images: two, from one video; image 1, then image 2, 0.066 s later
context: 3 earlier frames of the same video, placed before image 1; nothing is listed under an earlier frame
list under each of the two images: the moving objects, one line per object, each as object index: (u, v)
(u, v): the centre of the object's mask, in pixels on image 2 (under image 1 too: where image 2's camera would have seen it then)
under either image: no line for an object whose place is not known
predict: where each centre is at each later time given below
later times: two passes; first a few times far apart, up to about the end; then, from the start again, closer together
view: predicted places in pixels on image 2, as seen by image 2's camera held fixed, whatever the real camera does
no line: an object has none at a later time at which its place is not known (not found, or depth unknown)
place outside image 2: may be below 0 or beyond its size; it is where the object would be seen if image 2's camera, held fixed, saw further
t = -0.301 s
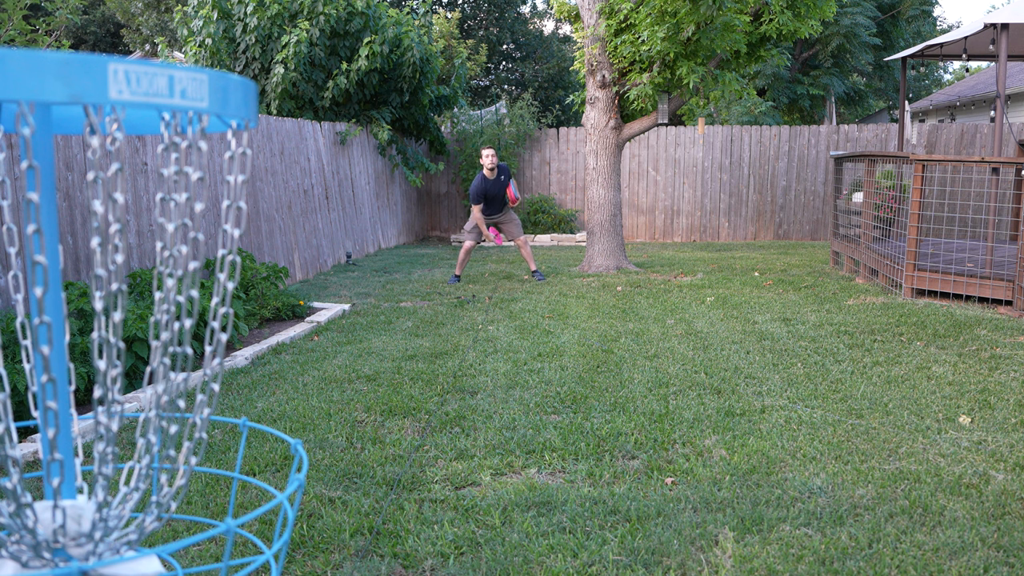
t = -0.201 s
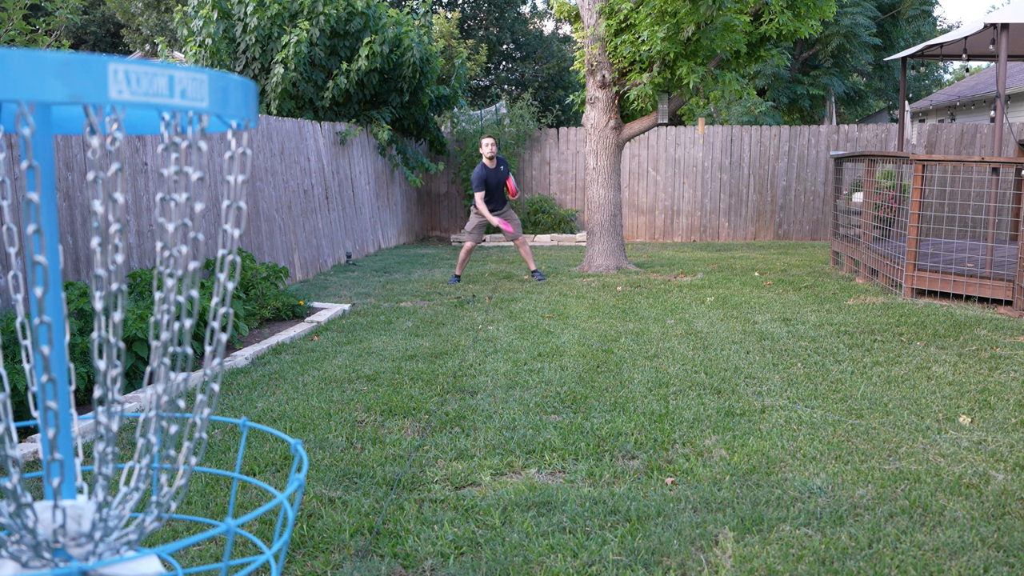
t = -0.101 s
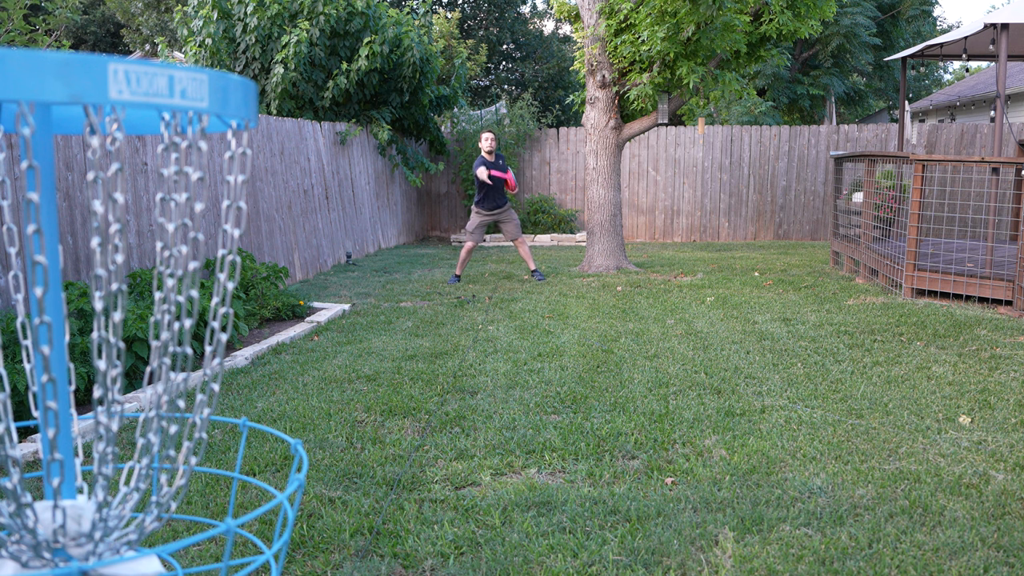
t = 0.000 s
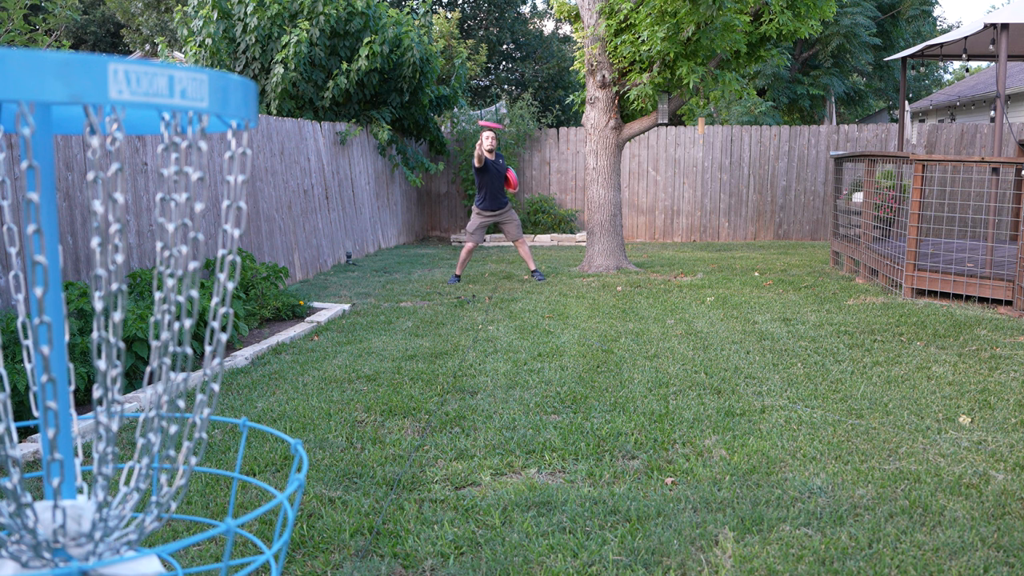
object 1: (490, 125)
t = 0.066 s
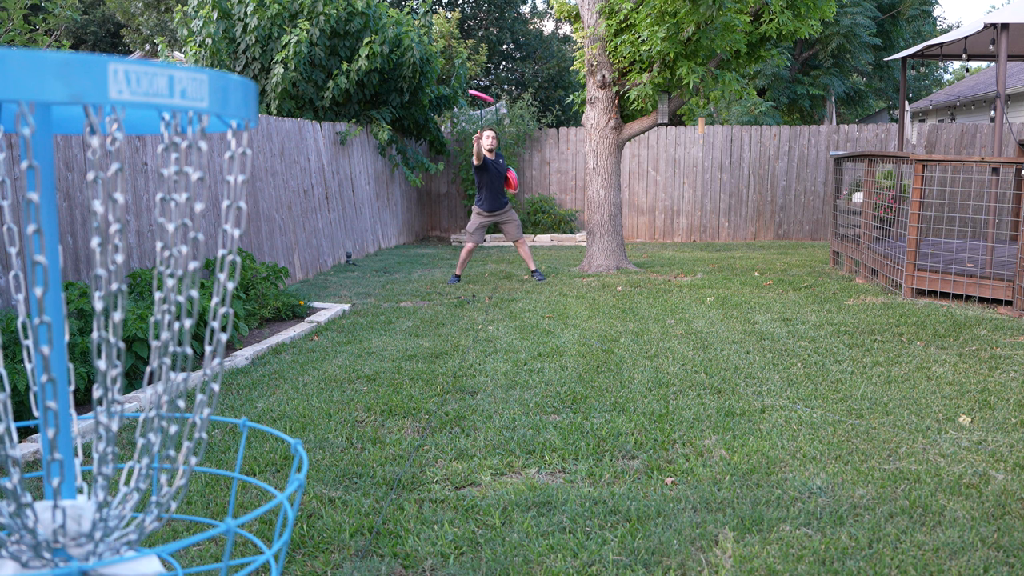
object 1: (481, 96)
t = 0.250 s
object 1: (445, 38)
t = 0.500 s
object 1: (358, 26)
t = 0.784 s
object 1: (134, 178)
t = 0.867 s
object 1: (17, 342)
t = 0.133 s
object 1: (470, 71)
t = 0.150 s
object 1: (467, 65)
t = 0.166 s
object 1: (463, 60)
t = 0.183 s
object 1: (460, 55)
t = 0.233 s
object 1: (449, 42)
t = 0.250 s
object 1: (445, 38)
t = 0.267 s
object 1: (441, 35)
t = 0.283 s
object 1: (436, 32)
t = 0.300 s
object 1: (432, 30)
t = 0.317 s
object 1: (427, 27)
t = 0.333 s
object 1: (421, 25)
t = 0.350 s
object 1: (417, 24)
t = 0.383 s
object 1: (405, 22)
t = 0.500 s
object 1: (358, 26)
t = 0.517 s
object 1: (351, 28)
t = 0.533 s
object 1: (342, 30)
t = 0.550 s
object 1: (334, 33)
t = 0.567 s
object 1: (325, 37)
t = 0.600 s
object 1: (305, 47)
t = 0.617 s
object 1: (294, 53)
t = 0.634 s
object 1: (284, 59)
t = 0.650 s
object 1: (271, 66)
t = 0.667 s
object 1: (256, 75)
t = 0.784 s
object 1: (134, 178)
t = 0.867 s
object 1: (17, 342)
